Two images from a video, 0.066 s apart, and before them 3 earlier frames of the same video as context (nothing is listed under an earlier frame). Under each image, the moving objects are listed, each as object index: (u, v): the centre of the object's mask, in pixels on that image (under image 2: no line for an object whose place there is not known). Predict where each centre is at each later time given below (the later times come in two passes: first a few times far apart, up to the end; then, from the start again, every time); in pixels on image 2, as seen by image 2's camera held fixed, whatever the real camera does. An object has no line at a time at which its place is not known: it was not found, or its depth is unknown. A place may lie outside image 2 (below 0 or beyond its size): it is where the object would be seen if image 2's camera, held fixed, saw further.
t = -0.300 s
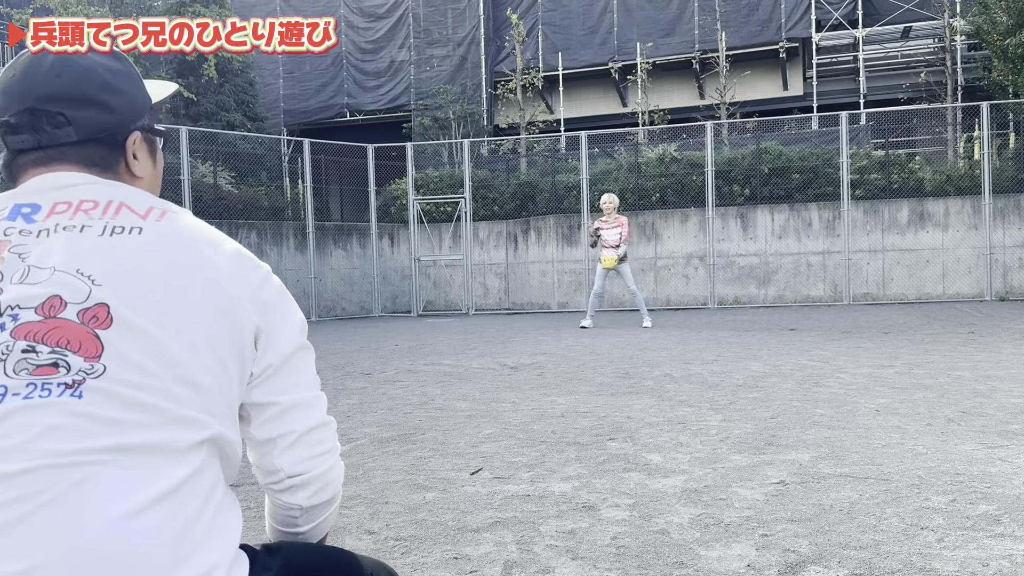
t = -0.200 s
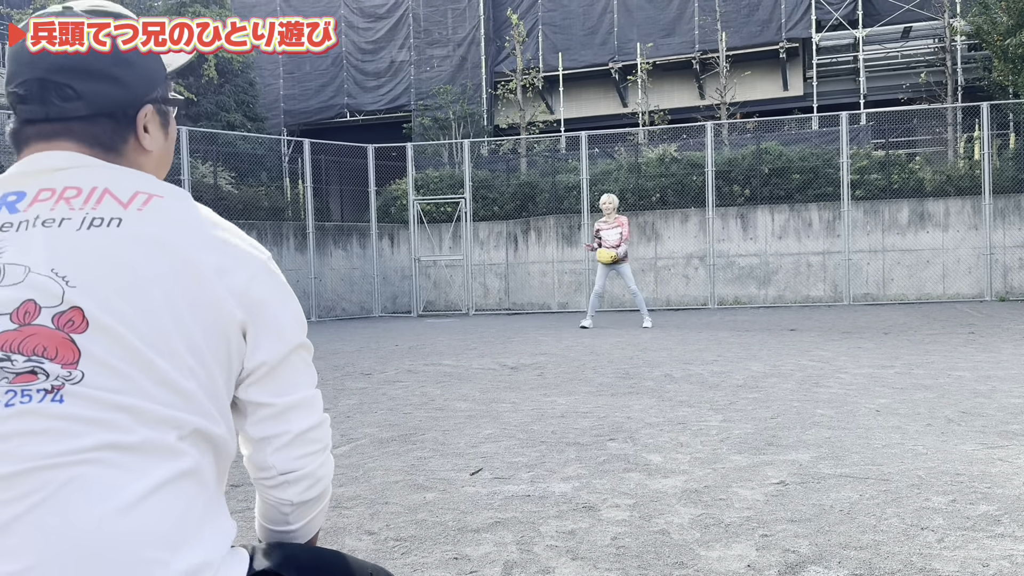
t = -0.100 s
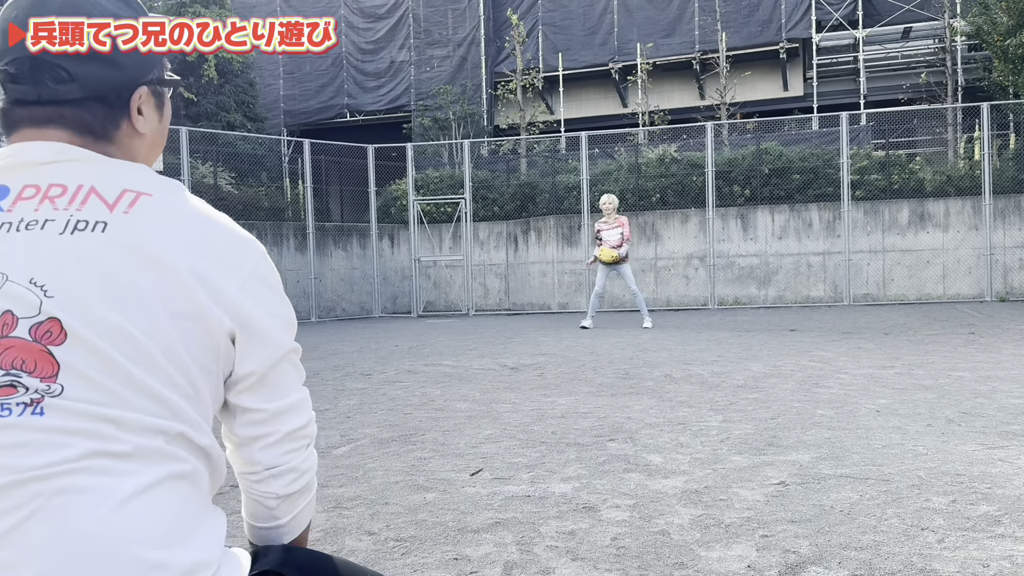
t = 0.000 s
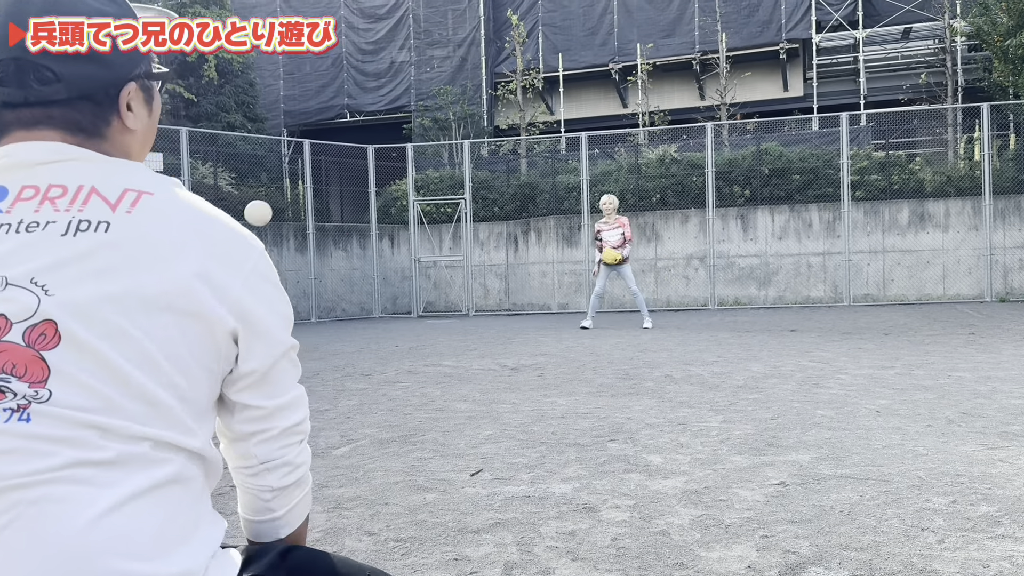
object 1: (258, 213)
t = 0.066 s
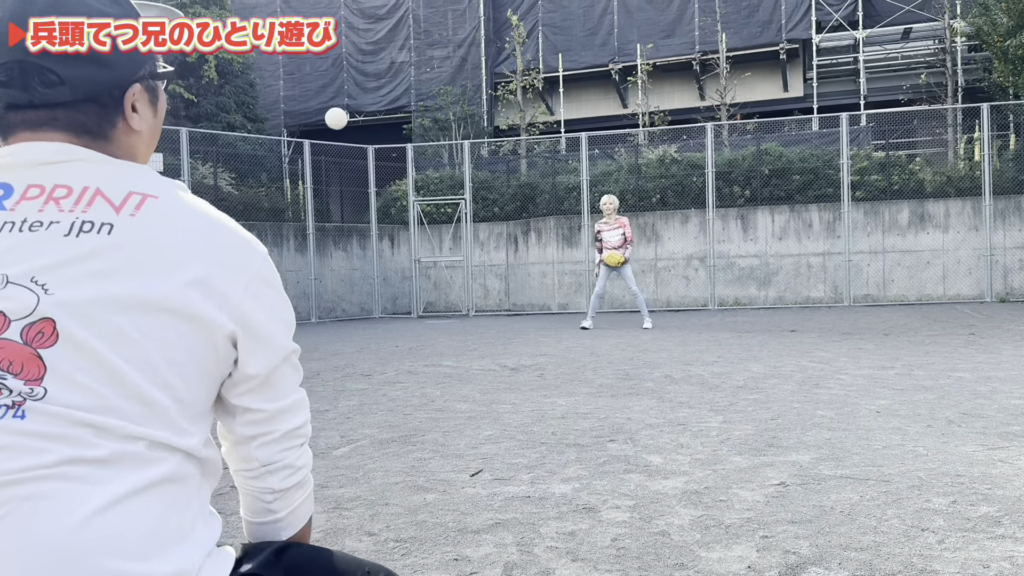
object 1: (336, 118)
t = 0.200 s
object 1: (434, 29)
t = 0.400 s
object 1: (515, 11)
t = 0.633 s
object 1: (567, 64)
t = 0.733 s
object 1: (582, 98)
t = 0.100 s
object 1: (366, 86)
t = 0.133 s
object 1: (392, 61)
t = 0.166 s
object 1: (415, 42)
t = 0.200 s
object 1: (434, 29)
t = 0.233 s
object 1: (452, 18)
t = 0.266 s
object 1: (467, 12)
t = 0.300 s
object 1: (481, 9)
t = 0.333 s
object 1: (494, 7)
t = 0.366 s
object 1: (505, 8)
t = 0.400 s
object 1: (515, 11)
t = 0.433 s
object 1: (525, 15)
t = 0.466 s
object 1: (533, 20)
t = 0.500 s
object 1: (541, 27)
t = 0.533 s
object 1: (549, 35)
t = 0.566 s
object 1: (555, 44)
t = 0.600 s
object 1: (561, 54)
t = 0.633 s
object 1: (567, 64)
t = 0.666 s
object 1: (573, 75)
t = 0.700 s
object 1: (578, 86)
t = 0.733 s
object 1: (582, 98)
